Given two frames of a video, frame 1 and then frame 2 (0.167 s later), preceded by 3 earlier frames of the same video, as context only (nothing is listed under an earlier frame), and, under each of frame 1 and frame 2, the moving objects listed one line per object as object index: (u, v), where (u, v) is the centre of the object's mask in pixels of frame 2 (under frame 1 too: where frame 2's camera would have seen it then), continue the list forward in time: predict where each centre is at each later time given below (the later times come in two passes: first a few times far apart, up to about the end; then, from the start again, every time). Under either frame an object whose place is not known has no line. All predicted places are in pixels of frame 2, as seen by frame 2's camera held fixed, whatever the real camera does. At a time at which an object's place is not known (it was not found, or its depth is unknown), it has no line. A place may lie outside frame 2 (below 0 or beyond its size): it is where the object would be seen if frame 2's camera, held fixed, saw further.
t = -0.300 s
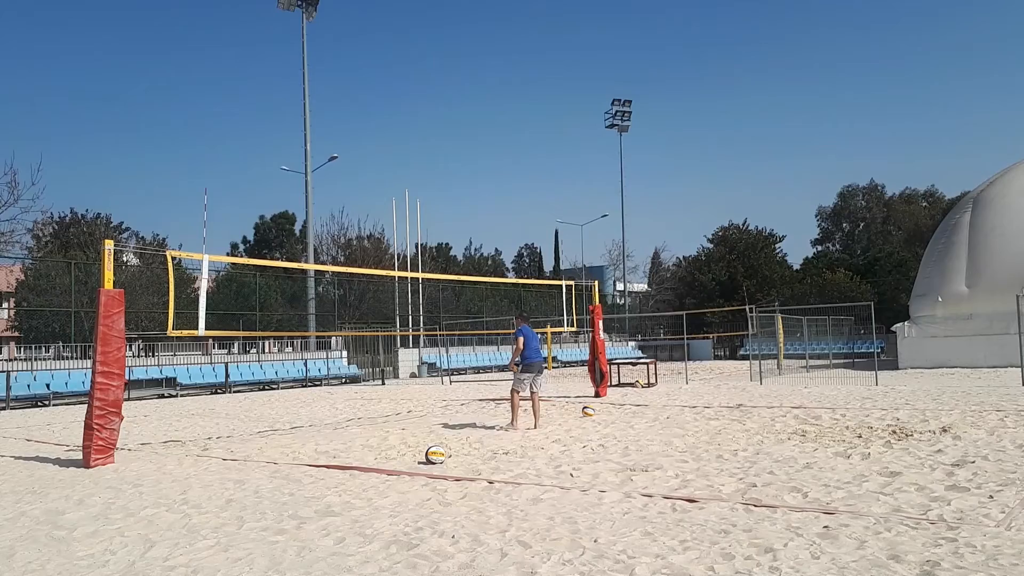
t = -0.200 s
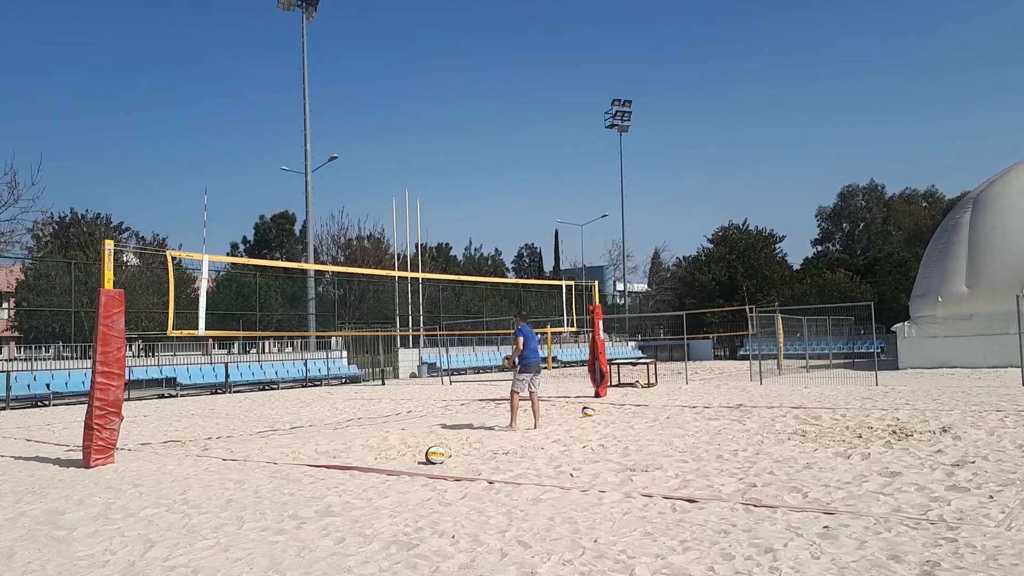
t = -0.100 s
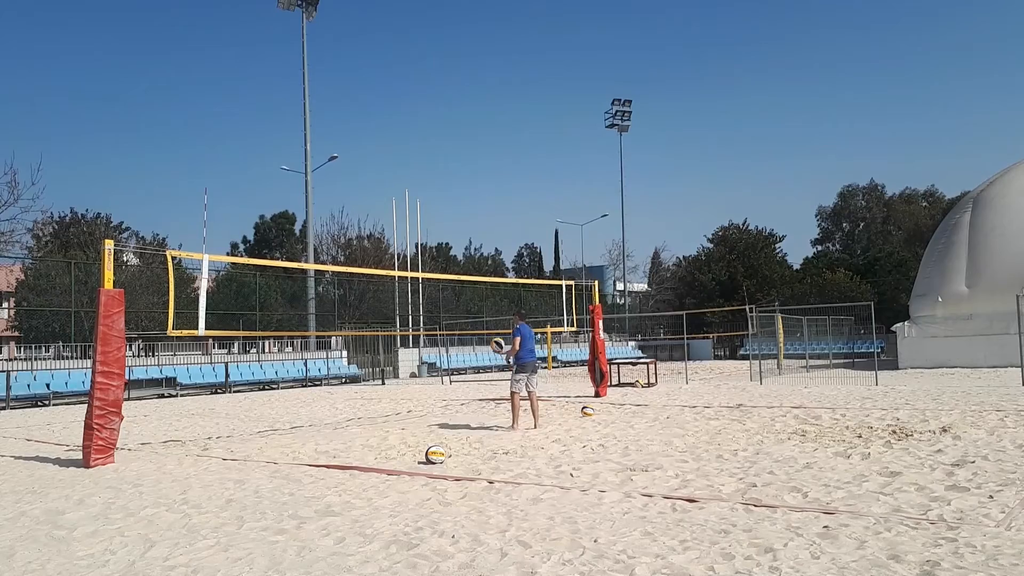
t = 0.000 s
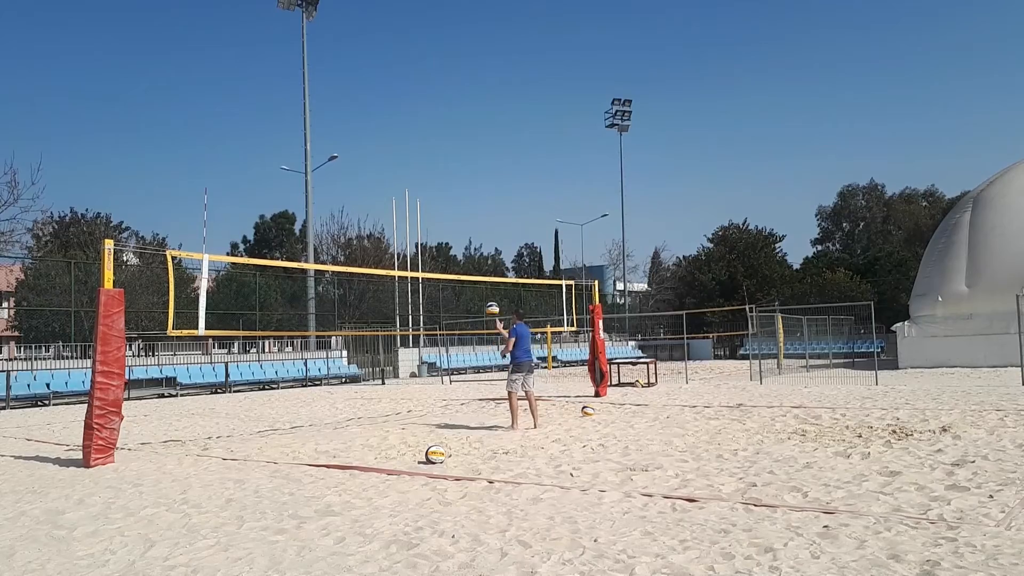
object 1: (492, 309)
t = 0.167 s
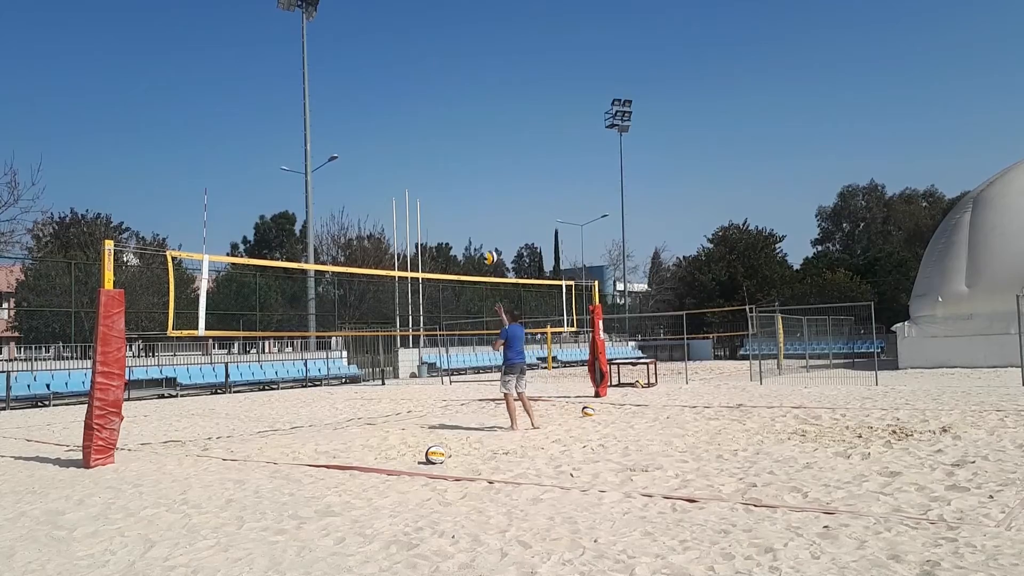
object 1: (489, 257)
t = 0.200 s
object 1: (488, 249)
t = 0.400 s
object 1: (487, 214)
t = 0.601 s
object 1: (487, 206)
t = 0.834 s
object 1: (488, 232)
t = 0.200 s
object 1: (488, 249)
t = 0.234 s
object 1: (488, 241)
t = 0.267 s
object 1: (488, 233)
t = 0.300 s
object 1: (488, 228)
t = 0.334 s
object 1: (486, 221)
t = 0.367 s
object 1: (487, 217)
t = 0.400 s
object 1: (487, 214)
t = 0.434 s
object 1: (487, 211)
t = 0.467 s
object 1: (487, 206)
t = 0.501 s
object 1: (486, 205)
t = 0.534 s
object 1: (486, 205)
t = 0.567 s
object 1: (486, 205)
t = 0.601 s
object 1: (487, 206)
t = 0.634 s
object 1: (487, 207)
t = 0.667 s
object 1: (487, 210)
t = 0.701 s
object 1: (487, 213)
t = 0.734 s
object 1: (487, 216)
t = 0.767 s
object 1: (487, 221)
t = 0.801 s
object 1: (487, 226)
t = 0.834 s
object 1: (488, 232)
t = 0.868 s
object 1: (489, 238)
